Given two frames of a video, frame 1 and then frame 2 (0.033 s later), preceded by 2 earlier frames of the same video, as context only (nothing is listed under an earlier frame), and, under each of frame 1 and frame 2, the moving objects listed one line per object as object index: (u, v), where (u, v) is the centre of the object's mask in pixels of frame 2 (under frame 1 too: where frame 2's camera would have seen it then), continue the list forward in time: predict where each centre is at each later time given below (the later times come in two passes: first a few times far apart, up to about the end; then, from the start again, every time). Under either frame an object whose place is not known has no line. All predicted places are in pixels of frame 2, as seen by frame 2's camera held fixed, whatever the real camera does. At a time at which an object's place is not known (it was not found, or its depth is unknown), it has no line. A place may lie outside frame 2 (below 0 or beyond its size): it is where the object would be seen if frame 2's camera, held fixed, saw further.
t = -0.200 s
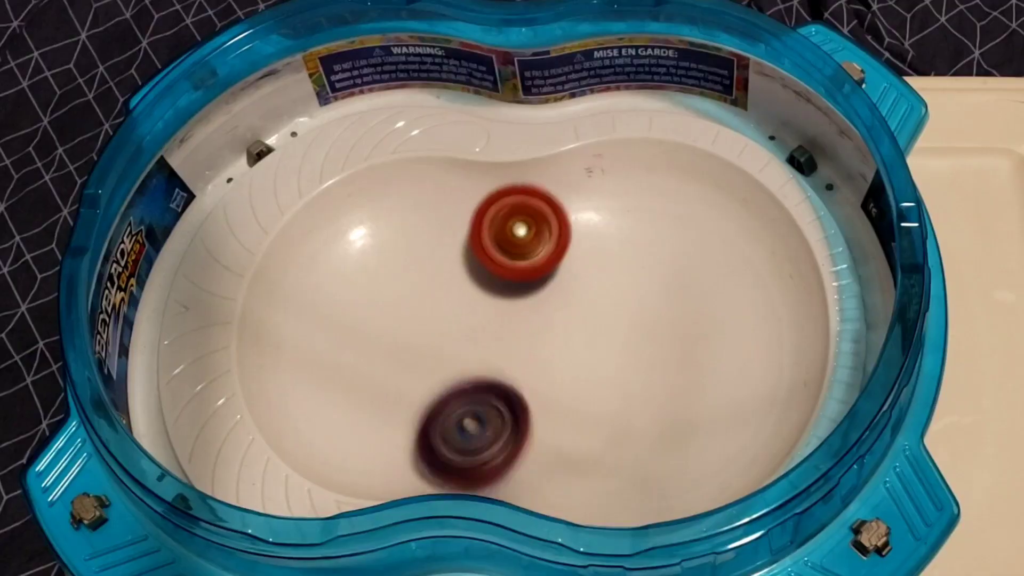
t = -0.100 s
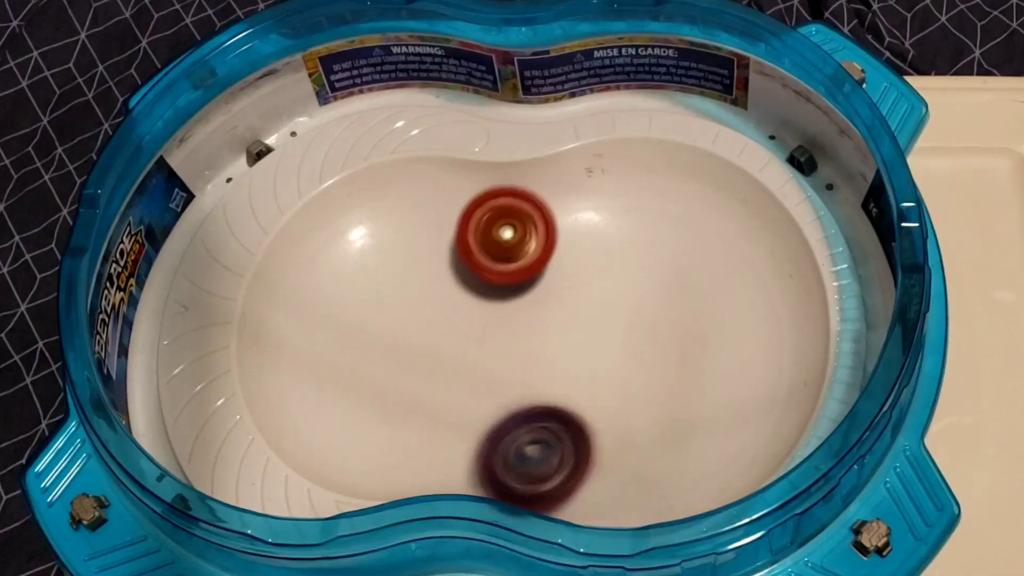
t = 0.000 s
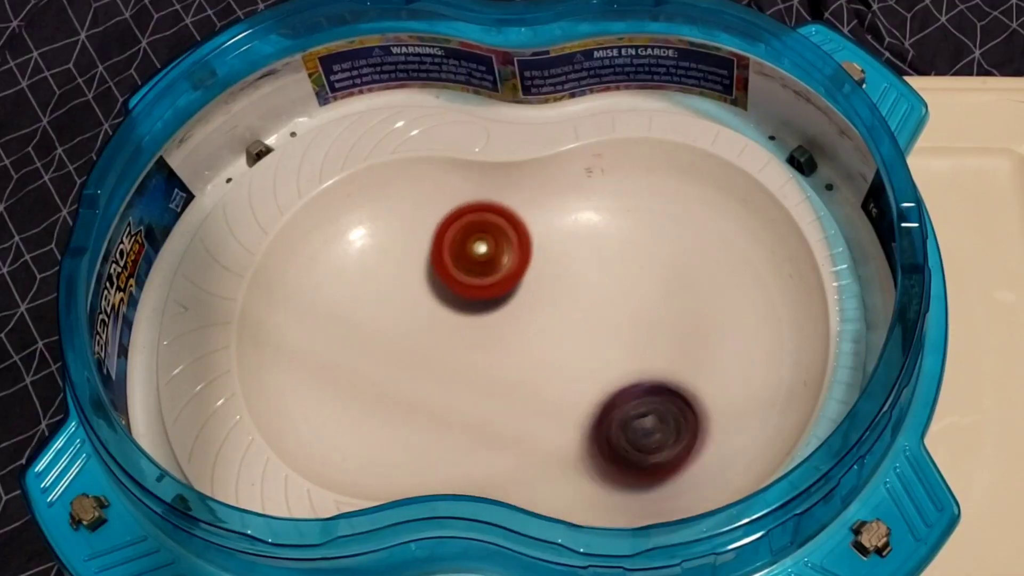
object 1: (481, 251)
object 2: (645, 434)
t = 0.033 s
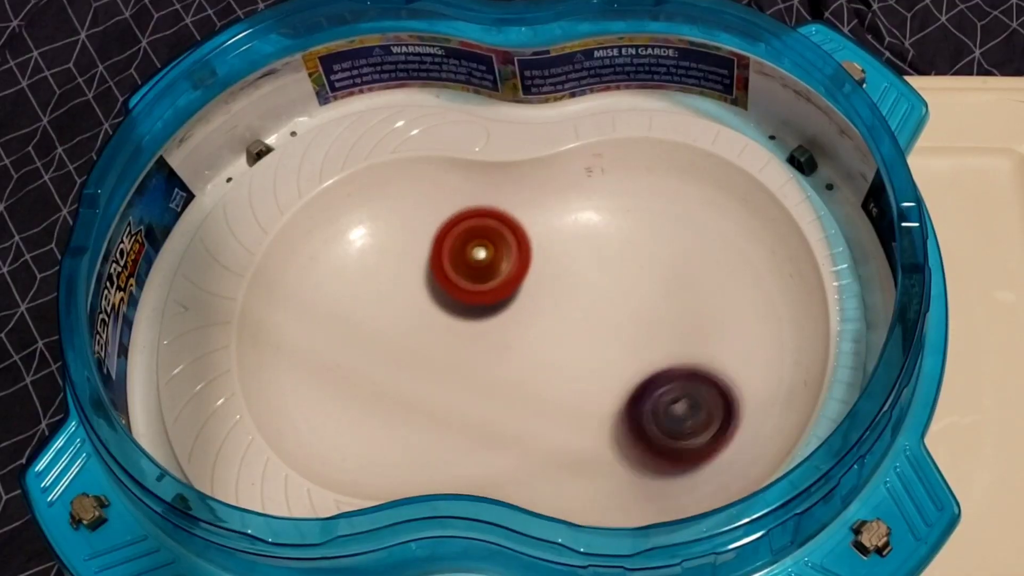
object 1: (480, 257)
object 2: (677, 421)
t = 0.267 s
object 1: (596, 349)
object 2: (647, 253)
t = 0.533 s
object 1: (782, 355)
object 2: (445, 271)
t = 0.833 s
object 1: (562, 303)
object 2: (393, 448)
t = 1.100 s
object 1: (609, 311)
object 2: (613, 433)
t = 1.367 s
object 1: (597, 250)
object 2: (696, 357)
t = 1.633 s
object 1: (462, 226)
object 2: (567, 390)
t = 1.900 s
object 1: (398, 288)
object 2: (671, 424)
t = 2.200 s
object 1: (570, 417)
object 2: (548, 262)
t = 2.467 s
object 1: (771, 247)
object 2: (309, 291)
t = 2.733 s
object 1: (321, 280)
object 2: (521, 438)
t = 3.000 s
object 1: (494, 460)
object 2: (768, 212)
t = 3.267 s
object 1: (752, 225)
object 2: (396, 277)
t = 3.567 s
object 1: (269, 318)
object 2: (429, 441)
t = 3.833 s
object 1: (630, 438)
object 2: (701, 318)
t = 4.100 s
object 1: (679, 88)
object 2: (582, 204)
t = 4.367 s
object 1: (542, 225)
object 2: (484, 386)
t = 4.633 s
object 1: (560, 302)
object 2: (569, 410)
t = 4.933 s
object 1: (678, 202)
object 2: (743, 395)
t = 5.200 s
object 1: (678, 191)
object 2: (453, 312)
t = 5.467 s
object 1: (641, 348)
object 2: (224, 330)
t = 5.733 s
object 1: (638, 473)
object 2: (165, 294)
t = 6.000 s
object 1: (623, 366)
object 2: (207, 220)
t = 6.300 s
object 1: (554, 201)
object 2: (364, 259)
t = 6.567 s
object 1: (521, 254)
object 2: (633, 401)
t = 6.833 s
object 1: (581, 425)
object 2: (754, 327)
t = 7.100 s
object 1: (721, 422)
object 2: (524, 324)
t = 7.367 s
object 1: (644, 271)
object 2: (340, 355)
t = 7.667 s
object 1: (545, 206)
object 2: (358, 346)
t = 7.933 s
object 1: (607, 294)
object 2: (410, 315)
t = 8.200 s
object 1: (651, 424)
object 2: (389, 323)
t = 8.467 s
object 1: (597, 439)
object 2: (400, 342)
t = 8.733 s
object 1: (624, 319)
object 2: (421, 359)
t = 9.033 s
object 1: (735, 277)
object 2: (466, 380)
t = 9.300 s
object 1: (661, 343)
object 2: (531, 387)
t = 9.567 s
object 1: (648, 318)
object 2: (526, 353)
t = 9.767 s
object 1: (660, 295)
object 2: (538, 324)
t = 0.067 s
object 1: (482, 266)
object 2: (700, 402)
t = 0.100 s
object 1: (490, 277)
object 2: (714, 378)
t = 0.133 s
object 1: (502, 290)
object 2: (722, 347)
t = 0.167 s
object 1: (520, 302)
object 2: (714, 320)
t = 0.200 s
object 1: (543, 314)
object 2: (696, 296)
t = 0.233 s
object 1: (570, 328)
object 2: (671, 276)
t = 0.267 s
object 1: (596, 349)
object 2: (647, 253)
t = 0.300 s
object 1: (621, 375)
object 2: (626, 234)
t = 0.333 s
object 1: (652, 397)
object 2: (605, 214)
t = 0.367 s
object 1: (687, 412)
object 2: (581, 205)
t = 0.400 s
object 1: (723, 417)
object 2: (558, 203)
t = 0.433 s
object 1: (755, 411)
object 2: (533, 210)
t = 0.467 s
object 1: (776, 393)
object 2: (505, 229)
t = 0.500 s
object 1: (785, 374)
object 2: (477, 249)
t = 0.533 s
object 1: (782, 355)
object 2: (445, 271)
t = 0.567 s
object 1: (767, 332)
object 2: (410, 293)
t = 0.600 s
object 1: (744, 306)
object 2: (380, 315)
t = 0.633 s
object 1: (721, 282)
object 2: (356, 338)
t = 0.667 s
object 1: (698, 266)
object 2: (339, 365)
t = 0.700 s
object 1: (672, 259)
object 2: (330, 391)
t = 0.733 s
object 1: (645, 259)
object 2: (331, 417)
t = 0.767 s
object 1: (617, 268)
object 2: (342, 436)
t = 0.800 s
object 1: (589, 282)
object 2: (363, 448)
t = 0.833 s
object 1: (562, 303)
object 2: (393, 448)
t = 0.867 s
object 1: (541, 323)
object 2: (430, 443)
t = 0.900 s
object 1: (528, 340)
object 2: (469, 432)
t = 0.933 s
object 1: (546, 328)
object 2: (481, 442)
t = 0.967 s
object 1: (566, 317)
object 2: (497, 449)
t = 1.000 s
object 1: (584, 309)
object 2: (519, 452)
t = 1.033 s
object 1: (597, 306)
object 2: (547, 451)
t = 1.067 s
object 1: (605, 308)
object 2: (579, 444)
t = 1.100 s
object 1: (609, 311)
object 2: (613, 433)
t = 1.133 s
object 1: (615, 313)
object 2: (642, 421)
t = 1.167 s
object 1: (621, 313)
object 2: (664, 409)
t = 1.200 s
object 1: (625, 308)
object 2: (682, 401)
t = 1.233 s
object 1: (628, 303)
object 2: (690, 388)
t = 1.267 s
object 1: (625, 285)
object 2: (703, 379)
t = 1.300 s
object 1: (618, 269)
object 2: (707, 375)
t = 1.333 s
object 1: (609, 258)
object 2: (704, 366)
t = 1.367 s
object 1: (597, 250)
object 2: (696, 357)
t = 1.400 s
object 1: (584, 244)
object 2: (684, 348)
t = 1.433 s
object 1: (570, 239)
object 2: (667, 342)
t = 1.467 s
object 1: (556, 234)
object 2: (648, 341)
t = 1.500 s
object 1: (541, 231)
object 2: (626, 347)
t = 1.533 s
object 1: (524, 229)
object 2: (606, 354)
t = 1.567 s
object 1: (504, 227)
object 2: (588, 365)
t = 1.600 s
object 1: (483, 227)
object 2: (575, 378)
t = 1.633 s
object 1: (462, 226)
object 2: (567, 390)
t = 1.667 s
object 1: (443, 226)
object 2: (567, 402)
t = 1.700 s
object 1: (429, 229)
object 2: (572, 413)
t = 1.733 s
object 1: (417, 233)
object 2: (579, 426)
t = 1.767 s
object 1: (408, 241)
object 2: (589, 439)
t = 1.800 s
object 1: (401, 250)
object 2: (606, 448)
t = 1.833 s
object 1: (397, 262)
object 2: (628, 449)
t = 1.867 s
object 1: (396, 275)
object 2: (650, 441)
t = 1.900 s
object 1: (398, 288)
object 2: (671, 424)
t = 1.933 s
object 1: (402, 303)
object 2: (679, 403)
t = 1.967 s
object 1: (410, 315)
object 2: (682, 378)
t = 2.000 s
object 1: (419, 331)
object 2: (677, 352)
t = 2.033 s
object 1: (432, 346)
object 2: (665, 326)
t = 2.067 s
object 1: (448, 362)
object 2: (649, 306)
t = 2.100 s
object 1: (470, 378)
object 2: (628, 286)
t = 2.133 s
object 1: (496, 392)
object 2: (604, 273)
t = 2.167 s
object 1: (530, 404)
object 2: (578, 266)
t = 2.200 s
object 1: (570, 417)
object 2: (548, 262)
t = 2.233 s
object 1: (612, 431)
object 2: (518, 262)
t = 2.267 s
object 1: (656, 439)
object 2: (485, 262)
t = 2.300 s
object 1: (699, 432)
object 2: (450, 262)
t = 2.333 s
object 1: (741, 412)
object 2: (419, 261)
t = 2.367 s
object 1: (772, 377)
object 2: (386, 259)
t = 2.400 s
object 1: (789, 336)
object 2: (357, 263)
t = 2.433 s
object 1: (787, 290)
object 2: (330, 273)
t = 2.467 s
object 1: (771, 247)
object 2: (309, 291)
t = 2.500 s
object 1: (735, 206)
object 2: (295, 314)
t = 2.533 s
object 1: (683, 179)
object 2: (291, 344)
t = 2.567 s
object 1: (621, 167)
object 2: (300, 375)
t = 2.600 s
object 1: (557, 173)
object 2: (324, 409)
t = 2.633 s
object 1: (494, 194)
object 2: (364, 432)
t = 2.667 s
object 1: (429, 222)
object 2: (411, 441)
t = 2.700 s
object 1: (372, 250)
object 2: (465, 440)
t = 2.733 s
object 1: (321, 280)
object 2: (521, 438)
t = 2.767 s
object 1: (281, 315)
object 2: (579, 430)
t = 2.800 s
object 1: (261, 354)
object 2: (630, 420)
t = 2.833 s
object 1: (263, 396)
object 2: (675, 400)
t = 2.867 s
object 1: (283, 435)
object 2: (716, 371)
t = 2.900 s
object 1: (327, 457)
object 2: (748, 335)
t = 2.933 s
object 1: (383, 461)
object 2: (773, 292)
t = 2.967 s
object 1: (440, 459)
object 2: (777, 249)
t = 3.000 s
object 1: (494, 460)
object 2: (768, 212)
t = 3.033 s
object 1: (549, 470)
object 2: (742, 184)
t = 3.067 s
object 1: (605, 474)
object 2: (706, 169)
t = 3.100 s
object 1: (665, 458)
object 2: (658, 170)
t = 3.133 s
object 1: (717, 428)
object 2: (605, 178)
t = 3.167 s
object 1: (752, 386)
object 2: (549, 200)
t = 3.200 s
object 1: (773, 333)
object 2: (495, 224)
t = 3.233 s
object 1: (774, 279)
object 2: (444, 252)
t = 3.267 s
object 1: (752, 225)
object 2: (396, 277)
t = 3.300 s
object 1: (712, 180)
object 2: (358, 299)
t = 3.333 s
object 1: (655, 153)
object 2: (327, 322)
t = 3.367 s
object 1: (587, 151)
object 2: (307, 345)
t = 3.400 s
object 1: (519, 168)
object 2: (296, 370)
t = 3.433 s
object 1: (457, 196)
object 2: (295, 396)
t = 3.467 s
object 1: (396, 224)
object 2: (310, 419)
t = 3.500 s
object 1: (339, 251)
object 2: (342, 439)
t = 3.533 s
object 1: (297, 281)
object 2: (381, 445)
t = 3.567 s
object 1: (269, 318)
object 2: (429, 441)
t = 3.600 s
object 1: (265, 362)
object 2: (480, 430)
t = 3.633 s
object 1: (281, 406)
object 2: (531, 420)
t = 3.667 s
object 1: (321, 441)
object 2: (575, 407)
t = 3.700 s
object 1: (373, 457)
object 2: (616, 395)
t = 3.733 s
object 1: (437, 451)
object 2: (650, 380)
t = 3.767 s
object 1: (502, 450)
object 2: (675, 363)
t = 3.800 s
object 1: (566, 450)
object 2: (692, 342)
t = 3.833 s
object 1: (630, 438)
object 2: (701, 318)
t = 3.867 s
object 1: (688, 414)
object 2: (712, 290)
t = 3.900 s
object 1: (735, 377)
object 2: (711, 264)
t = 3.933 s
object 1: (771, 330)
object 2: (703, 245)
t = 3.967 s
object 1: (786, 275)
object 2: (691, 226)
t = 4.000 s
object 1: (760, 174)
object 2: (656, 194)
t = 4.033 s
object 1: (732, 138)
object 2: (631, 192)
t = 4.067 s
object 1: (705, 106)
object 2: (607, 194)
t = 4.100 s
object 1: (679, 88)
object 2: (582, 204)
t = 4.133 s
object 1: (648, 93)
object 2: (560, 226)
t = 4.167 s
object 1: (623, 100)
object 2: (545, 242)
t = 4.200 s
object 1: (602, 110)
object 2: (529, 262)
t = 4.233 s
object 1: (581, 130)
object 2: (515, 279)
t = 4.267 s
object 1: (563, 163)
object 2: (507, 296)
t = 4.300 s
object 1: (546, 203)
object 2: (506, 313)
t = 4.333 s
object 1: (540, 227)
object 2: (498, 341)
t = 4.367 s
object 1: (542, 225)
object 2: (484, 386)
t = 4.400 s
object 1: (544, 226)
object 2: (472, 426)
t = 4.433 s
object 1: (544, 231)
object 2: (469, 447)
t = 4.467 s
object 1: (544, 239)
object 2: (477, 441)
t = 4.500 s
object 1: (544, 248)
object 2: (488, 440)
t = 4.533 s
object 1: (544, 257)
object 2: (502, 447)
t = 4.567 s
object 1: (547, 268)
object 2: (521, 443)
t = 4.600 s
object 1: (551, 284)
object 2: (543, 428)
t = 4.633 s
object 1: (560, 302)
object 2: (569, 410)
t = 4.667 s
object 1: (584, 280)
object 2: (587, 429)
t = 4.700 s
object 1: (610, 252)
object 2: (601, 460)
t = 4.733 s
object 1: (635, 231)
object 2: (625, 479)
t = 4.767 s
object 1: (656, 213)
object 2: (653, 481)
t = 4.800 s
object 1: (669, 203)
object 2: (680, 476)
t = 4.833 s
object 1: (679, 198)
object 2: (705, 466)
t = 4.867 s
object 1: (683, 195)
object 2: (726, 449)
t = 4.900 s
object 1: (682, 198)
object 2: (738, 429)
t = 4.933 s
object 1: (678, 202)
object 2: (743, 395)
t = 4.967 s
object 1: (676, 207)
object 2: (728, 369)
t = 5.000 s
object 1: (674, 217)
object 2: (713, 336)
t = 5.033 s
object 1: (677, 224)
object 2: (684, 313)
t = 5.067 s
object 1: (688, 211)
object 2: (646, 314)
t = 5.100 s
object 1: (695, 196)
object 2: (594, 317)
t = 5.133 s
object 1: (696, 188)
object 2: (543, 321)
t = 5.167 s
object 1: (688, 187)
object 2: (501, 317)
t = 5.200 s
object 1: (678, 191)
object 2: (453, 312)
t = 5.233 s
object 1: (670, 198)
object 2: (404, 309)
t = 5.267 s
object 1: (663, 212)
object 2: (350, 302)
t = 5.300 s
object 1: (658, 230)
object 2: (304, 296)
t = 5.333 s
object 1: (655, 251)
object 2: (269, 289)
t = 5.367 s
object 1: (651, 275)
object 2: (250, 293)
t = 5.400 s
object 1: (648, 298)
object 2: (240, 307)
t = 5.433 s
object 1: (644, 323)
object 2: (231, 320)
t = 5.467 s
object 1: (641, 348)
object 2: (224, 330)
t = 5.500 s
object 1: (637, 372)
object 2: (215, 336)
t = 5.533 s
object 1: (632, 396)
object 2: (205, 339)
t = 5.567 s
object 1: (629, 416)
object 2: (196, 338)
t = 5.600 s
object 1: (625, 436)
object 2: (189, 335)
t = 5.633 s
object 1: (625, 452)
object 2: (179, 327)
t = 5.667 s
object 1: (626, 464)
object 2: (172, 317)
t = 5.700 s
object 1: (631, 472)
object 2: (166, 304)
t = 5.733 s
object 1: (638, 473)
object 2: (165, 294)
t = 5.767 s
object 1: (648, 471)
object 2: (162, 281)
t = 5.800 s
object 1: (656, 464)
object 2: (165, 271)
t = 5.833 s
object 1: (657, 450)
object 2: (165, 261)
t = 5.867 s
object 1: (656, 438)
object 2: (172, 250)
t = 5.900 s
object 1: (648, 422)
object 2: (176, 243)
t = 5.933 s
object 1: (640, 406)
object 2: (186, 232)
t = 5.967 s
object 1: (632, 386)
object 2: (195, 227)
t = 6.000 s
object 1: (623, 366)
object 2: (207, 220)
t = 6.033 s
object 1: (616, 347)
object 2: (217, 214)
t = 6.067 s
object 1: (606, 324)
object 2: (231, 208)
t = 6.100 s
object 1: (599, 303)
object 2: (243, 202)
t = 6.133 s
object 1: (592, 282)
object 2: (258, 197)
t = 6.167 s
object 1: (583, 262)
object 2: (271, 196)
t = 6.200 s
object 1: (574, 242)
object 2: (289, 196)
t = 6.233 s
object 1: (566, 225)
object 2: (308, 207)
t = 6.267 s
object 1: (561, 211)
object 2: (336, 232)
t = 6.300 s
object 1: (554, 201)
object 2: (364, 259)
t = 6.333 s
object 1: (547, 195)
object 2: (393, 280)
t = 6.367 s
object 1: (539, 195)
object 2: (419, 301)
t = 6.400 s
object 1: (530, 199)
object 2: (450, 318)
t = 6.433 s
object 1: (523, 204)
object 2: (486, 335)
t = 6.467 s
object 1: (519, 211)
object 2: (522, 352)
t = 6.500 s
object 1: (520, 222)
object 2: (560, 368)
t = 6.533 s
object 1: (520, 238)
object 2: (596, 386)
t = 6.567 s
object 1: (521, 254)
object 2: (633, 401)
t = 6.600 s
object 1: (522, 273)
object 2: (670, 414)
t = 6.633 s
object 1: (526, 294)
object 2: (703, 418)
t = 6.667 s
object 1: (532, 314)
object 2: (739, 418)
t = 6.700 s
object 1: (539, 338)
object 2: (760, 403)
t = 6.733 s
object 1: (547, 361)
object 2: (775, 386)
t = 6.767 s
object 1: (556, 382)
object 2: (779, 363)
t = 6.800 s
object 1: (568, 402)
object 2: (774, 346)
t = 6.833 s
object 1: (581, 425)
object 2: (754, 327)
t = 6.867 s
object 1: (595, 445)
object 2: (724, 319)
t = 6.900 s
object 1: (610, 460)
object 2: (694, 312)
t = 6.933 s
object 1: (630, 470)
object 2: (669, 300)
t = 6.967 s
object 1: (651, 473)
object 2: (639, 297)
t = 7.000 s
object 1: (674, 467)
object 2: (608, 298)
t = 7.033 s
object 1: (695, 457)
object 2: (578, 306)
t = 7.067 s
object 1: (712, 441)
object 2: (549, 319)
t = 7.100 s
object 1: (721, 422)
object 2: (524, 324)
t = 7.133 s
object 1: (723, 402)
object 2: (498, 330)
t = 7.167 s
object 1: (718, 383)
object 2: (466, 340)
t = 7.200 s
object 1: (709, 364)
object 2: (441, 346)
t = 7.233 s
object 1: (698, 345)
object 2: (421, 349)
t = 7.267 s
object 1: (686, 326)
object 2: (396, 354)
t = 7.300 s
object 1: (672, 307)
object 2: (373, 356)
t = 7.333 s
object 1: (659, 290)
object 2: (355, 356)
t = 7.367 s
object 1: (644, 271)
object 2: (340, 355)
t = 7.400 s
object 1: (630, 256)
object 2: (326, 355)
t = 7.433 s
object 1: (616, 242)
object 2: (315, 355)
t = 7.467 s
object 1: (604, 232)
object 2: (313, 355)
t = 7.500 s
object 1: (593, 221)
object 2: (314, 356)
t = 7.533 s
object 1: (581, 213)
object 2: (315, 358)
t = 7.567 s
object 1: (572, 207)
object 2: (321, 356)
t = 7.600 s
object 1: (562, 204)
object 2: (331, 355)
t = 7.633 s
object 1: (554, 204)
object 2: (341, 352)
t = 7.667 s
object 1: (545, 206)
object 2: (358, 346)
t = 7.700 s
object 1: (539, 210)
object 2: (375, 341)
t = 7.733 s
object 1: (533, 216)
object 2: (393, 329)
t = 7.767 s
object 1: (531, 224)
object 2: (412, 320)
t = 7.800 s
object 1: (525, 237)
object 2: (431, 311)
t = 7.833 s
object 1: (542, 247)
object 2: (429, 307)
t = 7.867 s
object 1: (564, 258)
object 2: (424, 303)
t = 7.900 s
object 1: (589, 273)
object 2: (420, 303)
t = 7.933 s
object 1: (607, 294)
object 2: (410, 315)
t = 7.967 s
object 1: (622, 311)
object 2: (403, 315)
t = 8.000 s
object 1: (634, 328)
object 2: (396, 314)
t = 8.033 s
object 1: (643, 344)
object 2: (401, 312)
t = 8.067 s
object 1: (650, 359)
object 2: (399, 318)
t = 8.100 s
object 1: (654, 376)
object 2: (398, 320)
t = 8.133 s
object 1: (657, 393)
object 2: (391, 323)
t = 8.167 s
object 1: (655, 410)
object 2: (393, 317)
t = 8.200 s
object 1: (651, 424)
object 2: (389, 323)
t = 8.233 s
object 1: (643, 434)
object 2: (395, 325)
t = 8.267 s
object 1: (635, 445)
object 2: (393, 328)
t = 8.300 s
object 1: (626, 452)
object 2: (393, 331)
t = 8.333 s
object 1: (618, 455)
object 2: (389, 332)
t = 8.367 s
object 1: (612, 459)
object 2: (394, 330)
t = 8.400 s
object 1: (606, 454)
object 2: (393, 334)
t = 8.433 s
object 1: (600, 449)
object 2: (400, 338)
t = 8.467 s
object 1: (597, 439)
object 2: (400, 342)
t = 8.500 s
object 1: (594, 429)
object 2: (401, 345)
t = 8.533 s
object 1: (591, 416)
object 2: (401, 344)
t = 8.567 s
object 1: (590, 400)
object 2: (406, 347)
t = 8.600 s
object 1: (593, 381)
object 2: (409, 348)
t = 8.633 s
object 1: (599, 363)
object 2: (415, 353)
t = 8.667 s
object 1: (607, 351)
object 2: (417, 355)
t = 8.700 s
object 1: (614, 334)
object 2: (420, 359)
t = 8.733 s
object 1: (624, 319)
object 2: (421, 359)
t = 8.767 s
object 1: (636, 307)
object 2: (426, 362)
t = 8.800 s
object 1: (650, 297)
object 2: (432, 362)
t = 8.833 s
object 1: (663, 290)
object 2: (441, 368)
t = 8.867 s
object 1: (674, 284)
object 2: (445, 370)
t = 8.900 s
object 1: (688, 278)
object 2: (448, 373)
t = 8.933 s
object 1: (702, 274)
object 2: (452, 373)
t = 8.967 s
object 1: (716, 272)
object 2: (457, 377)
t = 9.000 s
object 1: (729, 273)
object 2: (460, 377)
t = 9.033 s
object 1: (735, 277)
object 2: (466, 380)
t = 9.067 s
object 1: (736, 281)
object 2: (474, 378)
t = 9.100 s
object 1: (734, 288)
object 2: (484, 384)
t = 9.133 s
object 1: (728, 297)
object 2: (490, 384)
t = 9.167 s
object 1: (721, 306)
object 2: (498, 387)
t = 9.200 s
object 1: (709, 317)
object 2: (504, 386)
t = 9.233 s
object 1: (694, 328)
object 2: (513, 389)
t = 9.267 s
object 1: (677, 337)
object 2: (520, 385)
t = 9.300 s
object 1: (661, 343)
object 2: (531, 387)
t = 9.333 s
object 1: (647, 345)
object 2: (540, 386)
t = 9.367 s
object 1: (646, 346)
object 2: (537, 385)
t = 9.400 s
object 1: (653, 347)
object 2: (527, 383)
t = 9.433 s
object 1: (653, 346)
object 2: (529, 378)
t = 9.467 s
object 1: (651, 343)
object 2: (528, 371)
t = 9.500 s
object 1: (646, 337)
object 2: (522, 362)
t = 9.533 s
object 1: (644, 327)
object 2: (527, 354)
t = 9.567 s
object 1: (648, 318)
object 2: (526, 353)
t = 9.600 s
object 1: (651, 315)
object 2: (528, 342)
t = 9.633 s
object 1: (650, 312)
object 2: (532, 336)
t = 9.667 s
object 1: (647, 306)
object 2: (535, 336)
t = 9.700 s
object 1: (646, 300)
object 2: (538, 332)
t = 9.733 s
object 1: (652, 294)
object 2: (539, 328)
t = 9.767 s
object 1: (660, 295)
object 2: (538, 324)
